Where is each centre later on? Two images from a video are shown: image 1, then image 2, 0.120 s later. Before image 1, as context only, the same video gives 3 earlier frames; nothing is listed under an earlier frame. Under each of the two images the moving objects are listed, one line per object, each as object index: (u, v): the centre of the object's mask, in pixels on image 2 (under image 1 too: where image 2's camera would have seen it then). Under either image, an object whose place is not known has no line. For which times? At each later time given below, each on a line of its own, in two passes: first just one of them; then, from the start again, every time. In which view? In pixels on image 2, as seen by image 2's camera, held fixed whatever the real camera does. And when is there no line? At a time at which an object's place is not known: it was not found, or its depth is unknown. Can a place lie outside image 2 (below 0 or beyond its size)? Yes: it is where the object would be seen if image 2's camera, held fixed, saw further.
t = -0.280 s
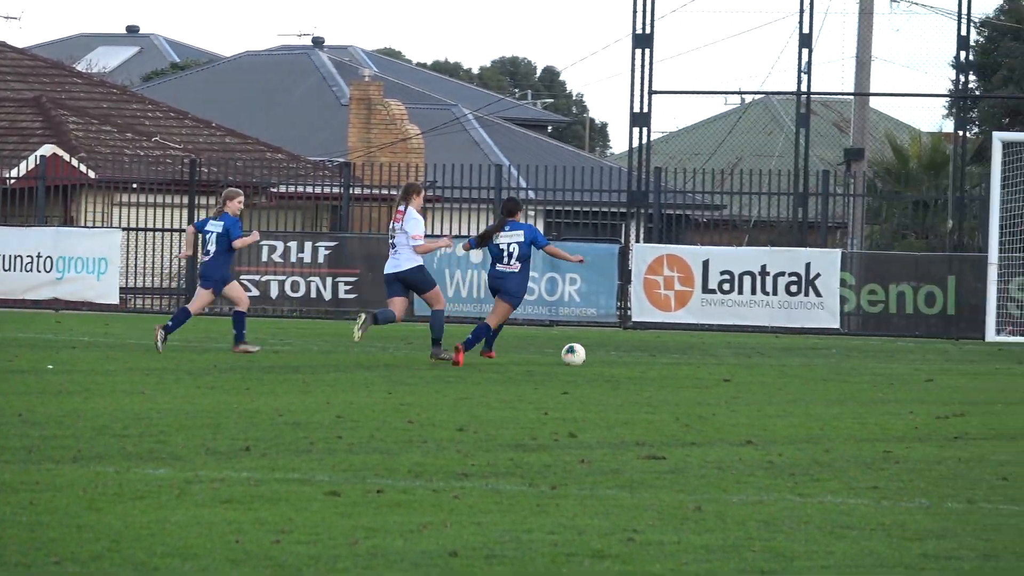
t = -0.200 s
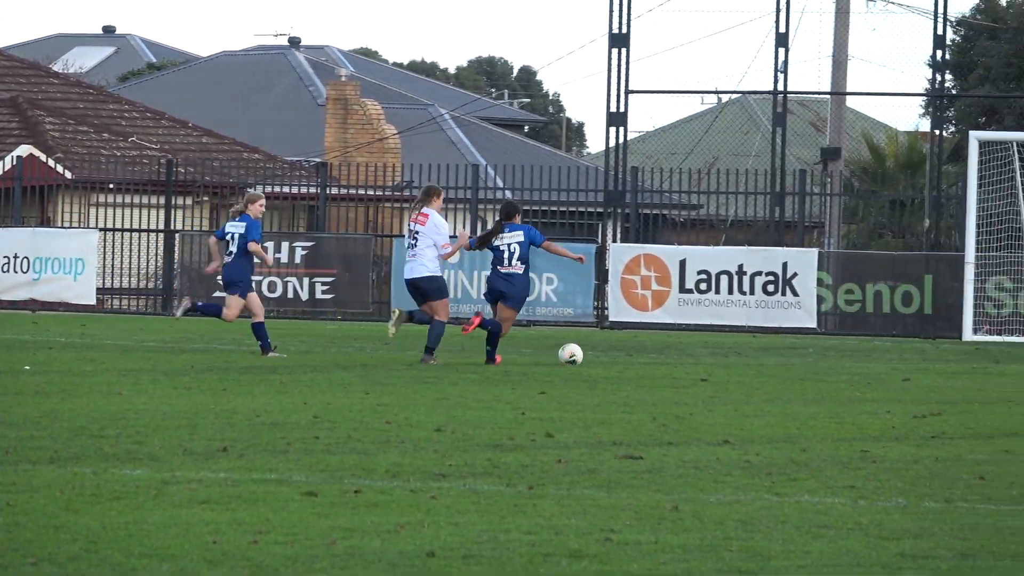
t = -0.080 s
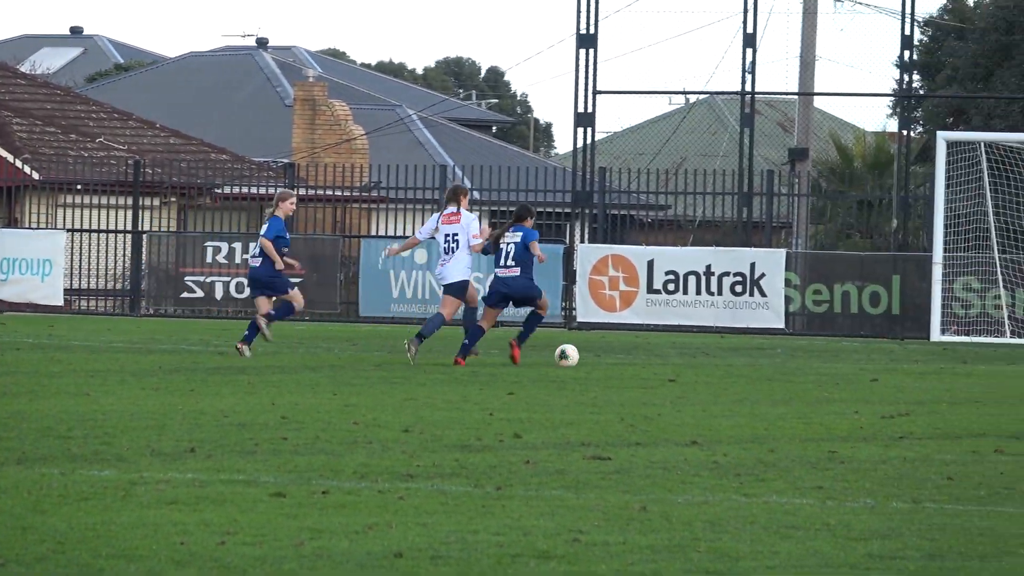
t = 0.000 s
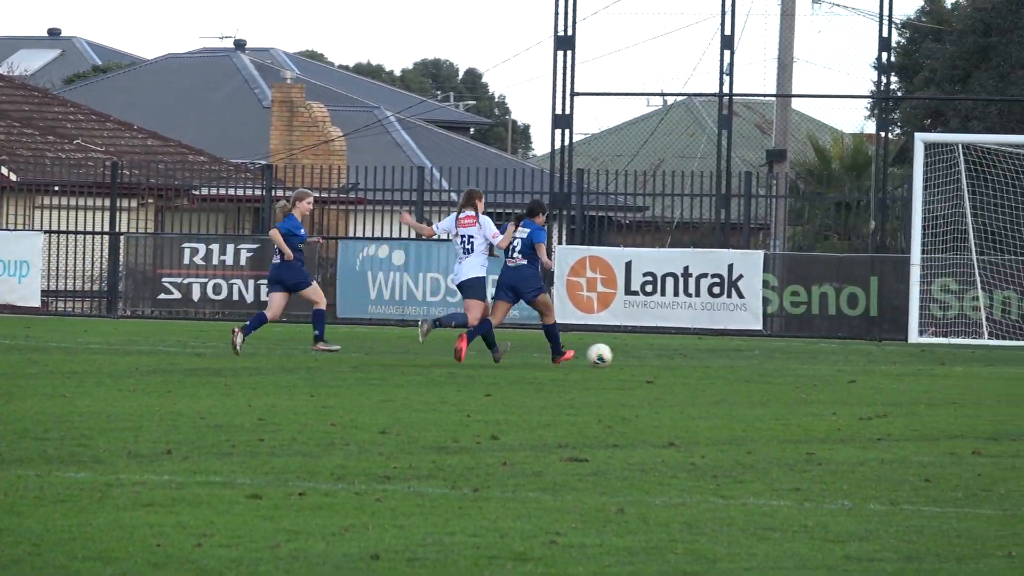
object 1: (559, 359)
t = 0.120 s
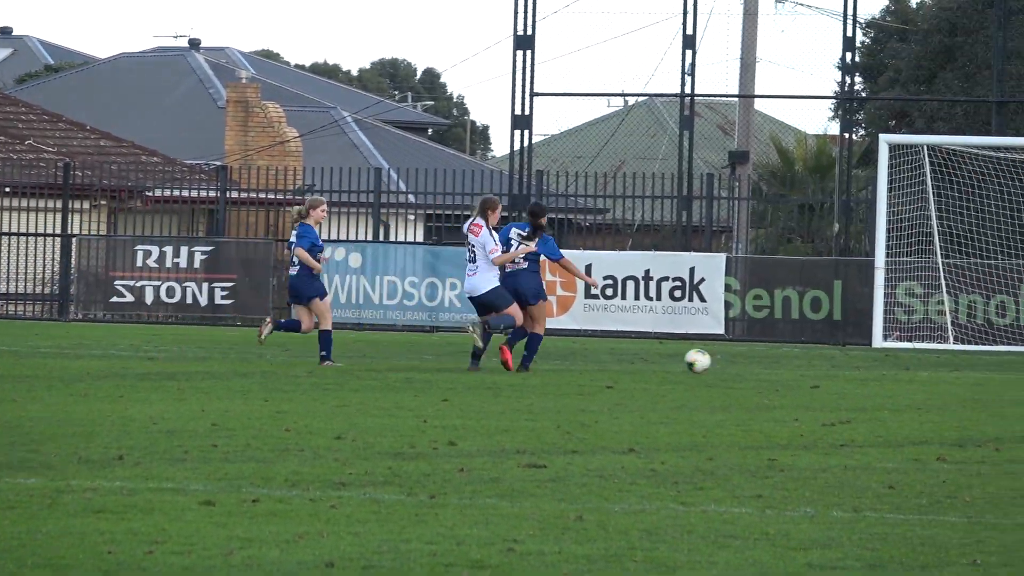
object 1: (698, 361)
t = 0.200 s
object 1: (789, 367)
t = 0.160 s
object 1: (743, 364)
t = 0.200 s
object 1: (789, 367)
